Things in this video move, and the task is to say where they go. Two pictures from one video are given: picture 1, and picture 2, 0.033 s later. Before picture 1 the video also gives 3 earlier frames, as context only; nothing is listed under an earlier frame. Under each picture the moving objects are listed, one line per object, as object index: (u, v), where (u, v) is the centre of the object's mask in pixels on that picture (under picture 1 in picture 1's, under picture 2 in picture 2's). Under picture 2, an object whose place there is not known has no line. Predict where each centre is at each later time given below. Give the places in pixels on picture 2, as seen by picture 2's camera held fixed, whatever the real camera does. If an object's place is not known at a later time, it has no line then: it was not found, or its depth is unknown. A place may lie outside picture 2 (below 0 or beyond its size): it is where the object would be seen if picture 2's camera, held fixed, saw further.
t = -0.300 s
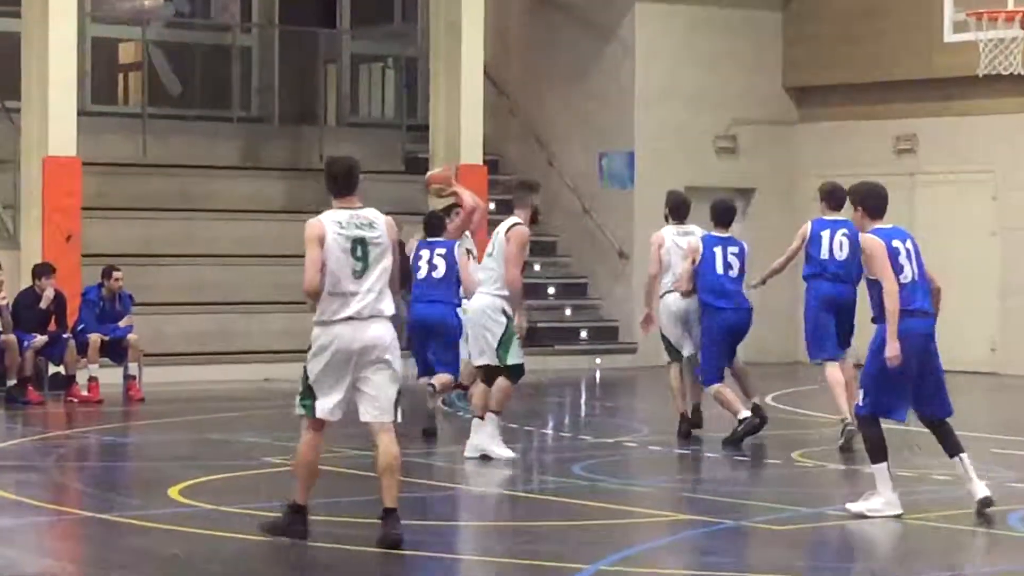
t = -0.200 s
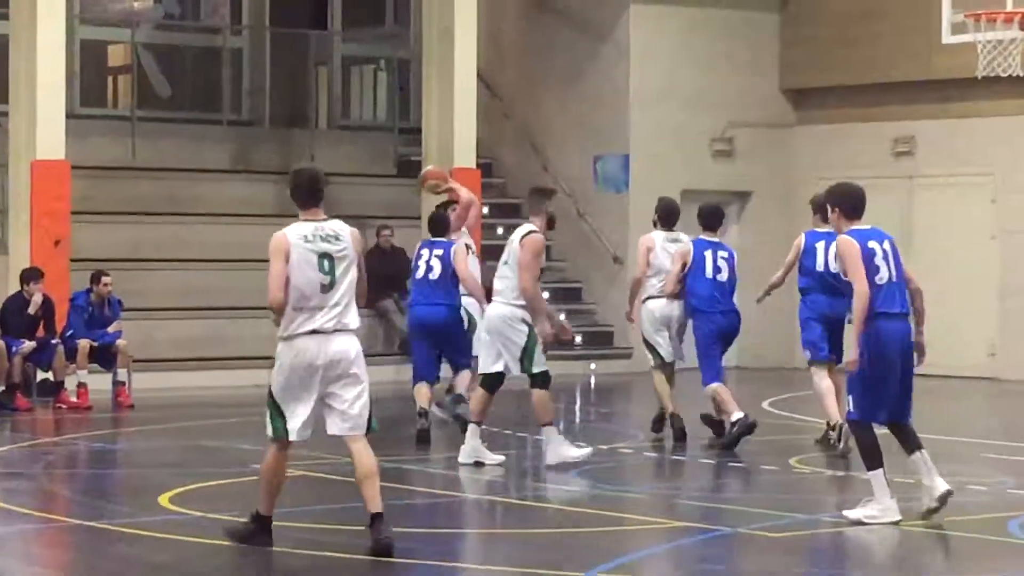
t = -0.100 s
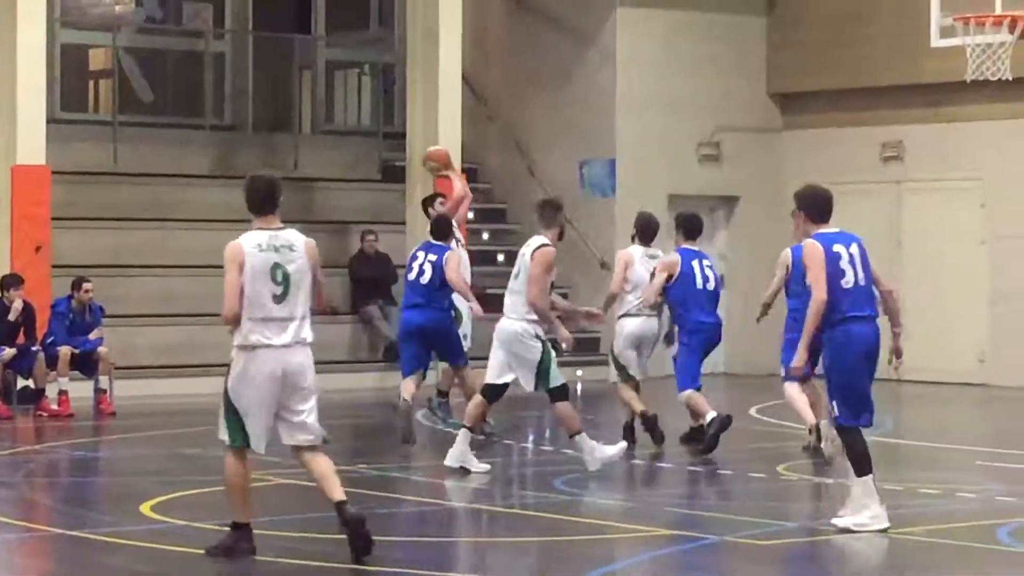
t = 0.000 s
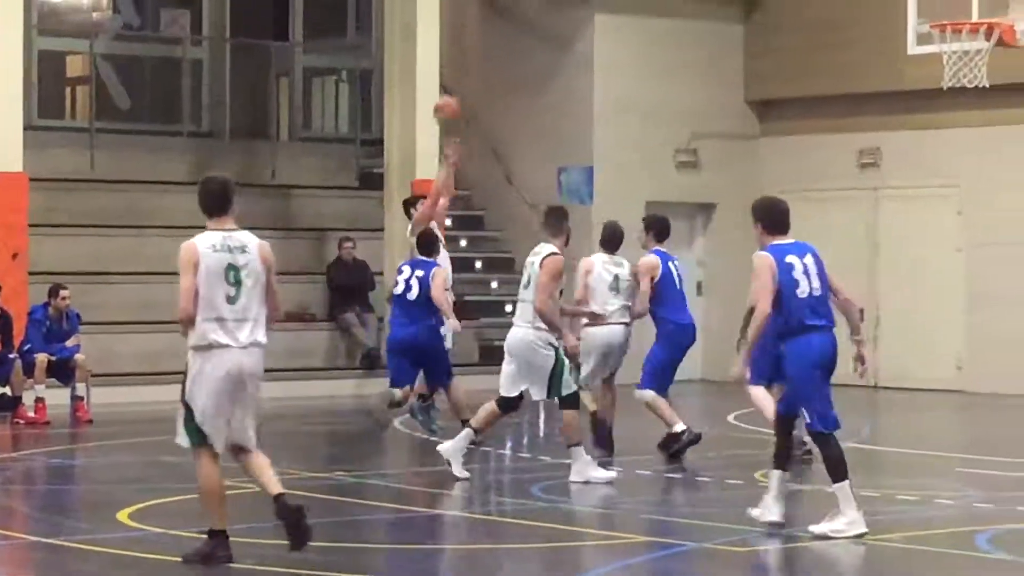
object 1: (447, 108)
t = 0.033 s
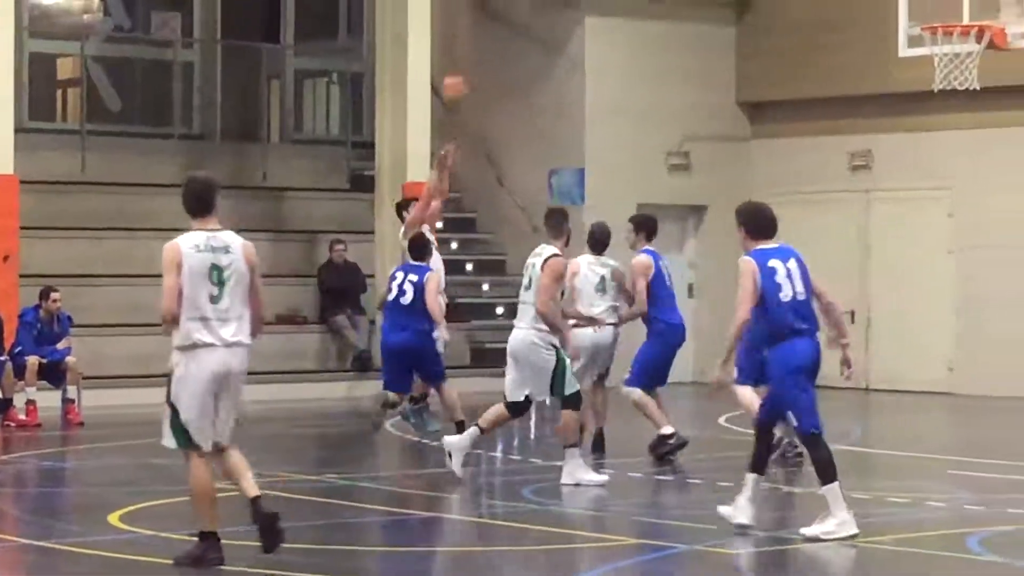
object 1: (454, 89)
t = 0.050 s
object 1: (460, 78)
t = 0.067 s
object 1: (468, 67)
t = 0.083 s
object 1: (475, 57)
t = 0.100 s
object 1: (482, 49)
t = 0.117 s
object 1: (490, 40)
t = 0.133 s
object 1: (496, 30)
